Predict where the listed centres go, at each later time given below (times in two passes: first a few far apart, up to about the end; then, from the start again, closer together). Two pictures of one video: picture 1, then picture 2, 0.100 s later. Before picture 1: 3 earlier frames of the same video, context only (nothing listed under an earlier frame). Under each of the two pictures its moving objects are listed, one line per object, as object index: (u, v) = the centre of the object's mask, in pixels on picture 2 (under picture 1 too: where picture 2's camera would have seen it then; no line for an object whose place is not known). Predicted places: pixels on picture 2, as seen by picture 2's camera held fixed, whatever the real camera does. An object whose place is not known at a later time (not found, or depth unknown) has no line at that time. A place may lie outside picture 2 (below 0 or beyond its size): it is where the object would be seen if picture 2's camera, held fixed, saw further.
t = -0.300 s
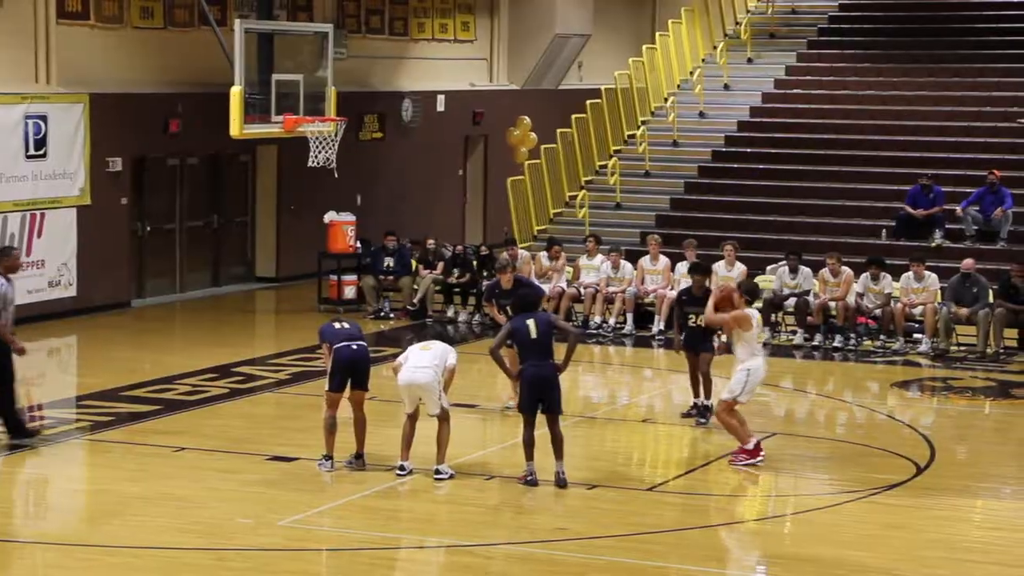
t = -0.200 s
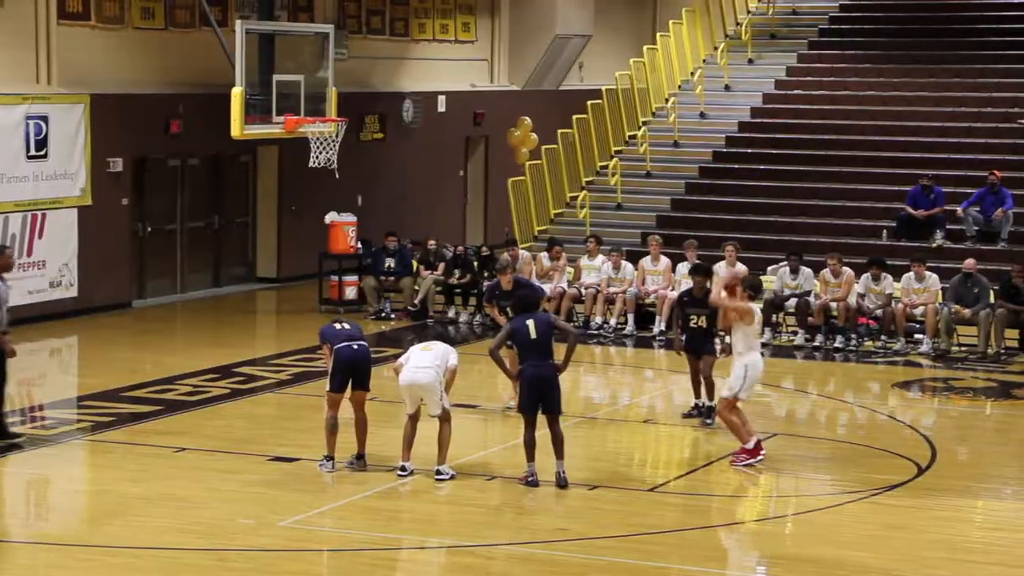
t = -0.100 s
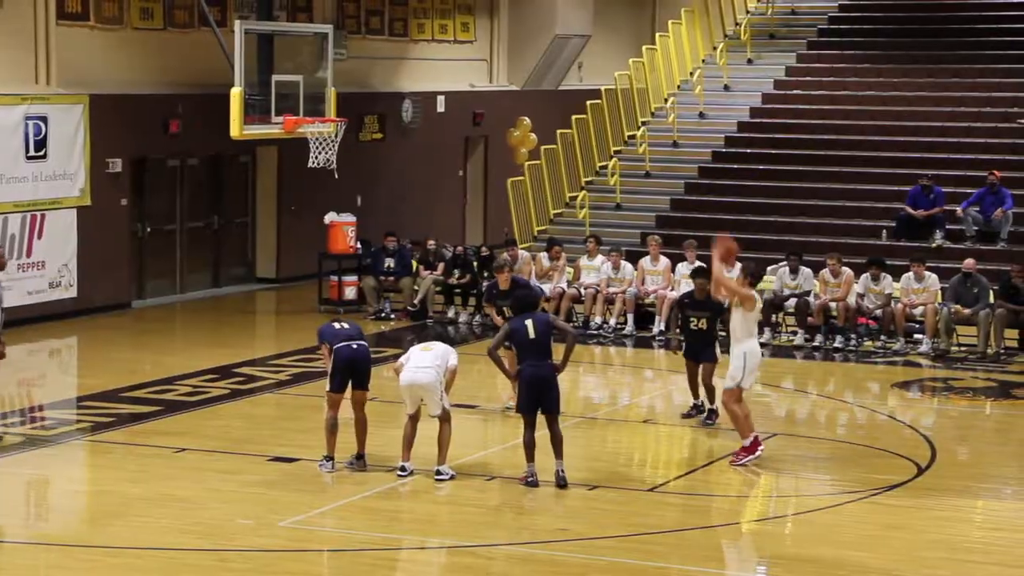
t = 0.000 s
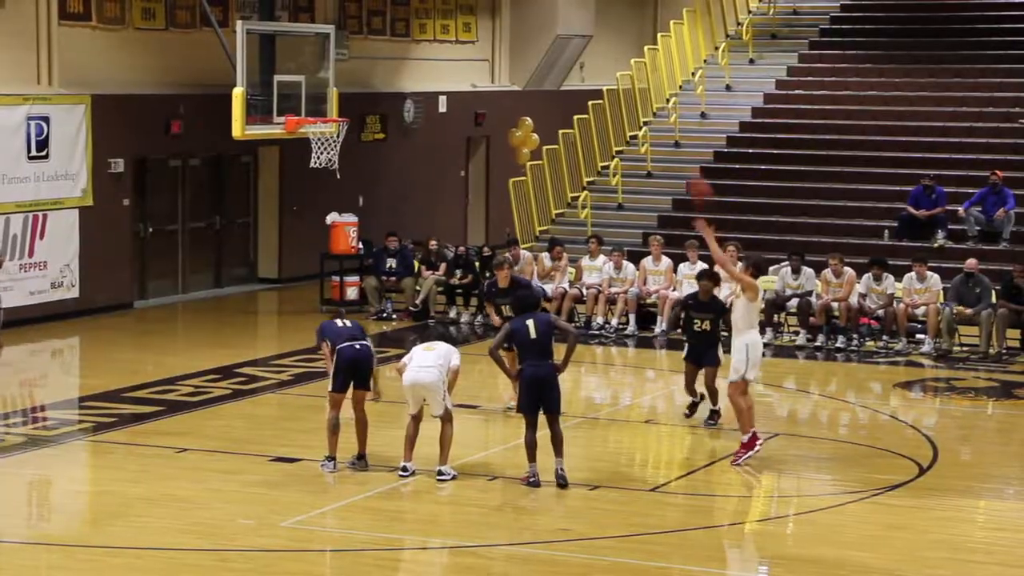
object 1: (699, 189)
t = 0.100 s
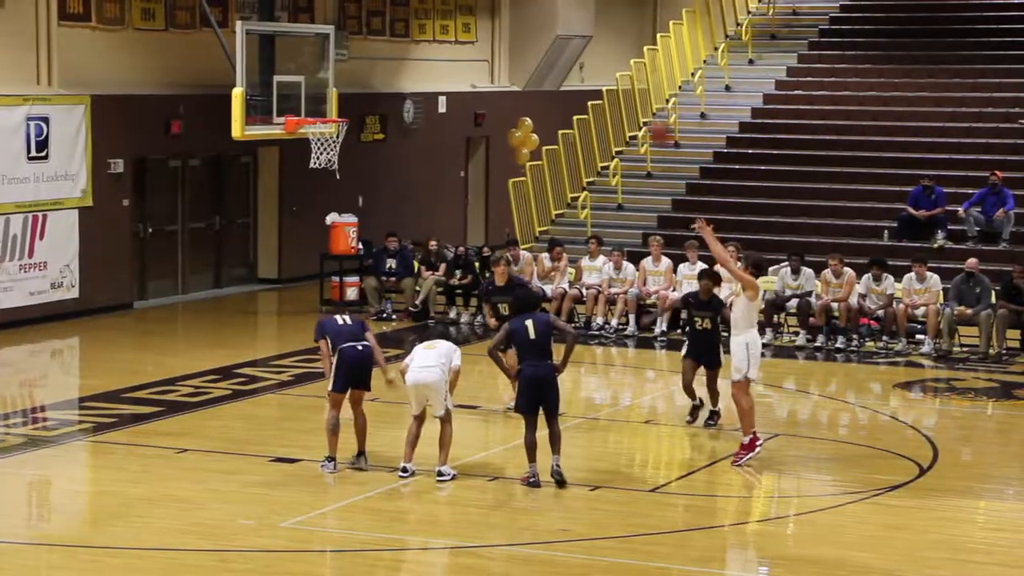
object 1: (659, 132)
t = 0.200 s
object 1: (624, 86)
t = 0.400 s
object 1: (551, 23)
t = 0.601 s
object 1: (479, 5)
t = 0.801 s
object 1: (406, 22)
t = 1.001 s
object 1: (337, 82)
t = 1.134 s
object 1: (311, 91)
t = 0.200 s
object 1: (624, 86)
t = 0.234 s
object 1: (610, 71)
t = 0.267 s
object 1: (599, 60)
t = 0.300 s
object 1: (588, 49)
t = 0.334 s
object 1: (577, 39)
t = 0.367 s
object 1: (564, 31)
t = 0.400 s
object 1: (551, 23)
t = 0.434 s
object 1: (538, 16)
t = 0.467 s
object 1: (527, 12)
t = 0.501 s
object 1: (516, 8)
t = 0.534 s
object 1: (502, 7)
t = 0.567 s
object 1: (489, 6)
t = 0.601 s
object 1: (479, 5)
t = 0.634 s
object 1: (467, 6)
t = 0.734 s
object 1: (429, 9)
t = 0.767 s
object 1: (419, 14)
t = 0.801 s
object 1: (406, 22)
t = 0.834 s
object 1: (397, 28)
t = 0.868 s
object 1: (384, 37)
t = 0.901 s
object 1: (374, 46)
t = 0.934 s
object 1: (360, 57)
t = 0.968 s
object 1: (349, 69)
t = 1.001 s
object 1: (337, 82)
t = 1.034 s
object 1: (326, 96)
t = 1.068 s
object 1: (317, 107)
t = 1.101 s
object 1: (314, 100)
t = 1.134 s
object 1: (311, 91)
